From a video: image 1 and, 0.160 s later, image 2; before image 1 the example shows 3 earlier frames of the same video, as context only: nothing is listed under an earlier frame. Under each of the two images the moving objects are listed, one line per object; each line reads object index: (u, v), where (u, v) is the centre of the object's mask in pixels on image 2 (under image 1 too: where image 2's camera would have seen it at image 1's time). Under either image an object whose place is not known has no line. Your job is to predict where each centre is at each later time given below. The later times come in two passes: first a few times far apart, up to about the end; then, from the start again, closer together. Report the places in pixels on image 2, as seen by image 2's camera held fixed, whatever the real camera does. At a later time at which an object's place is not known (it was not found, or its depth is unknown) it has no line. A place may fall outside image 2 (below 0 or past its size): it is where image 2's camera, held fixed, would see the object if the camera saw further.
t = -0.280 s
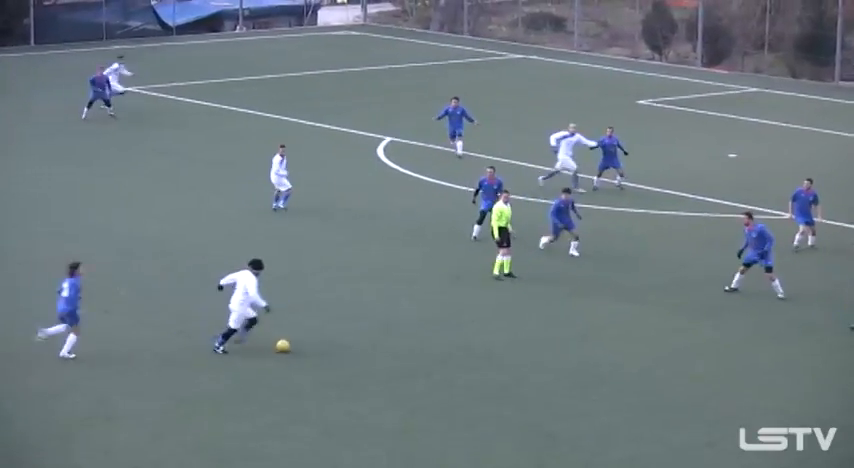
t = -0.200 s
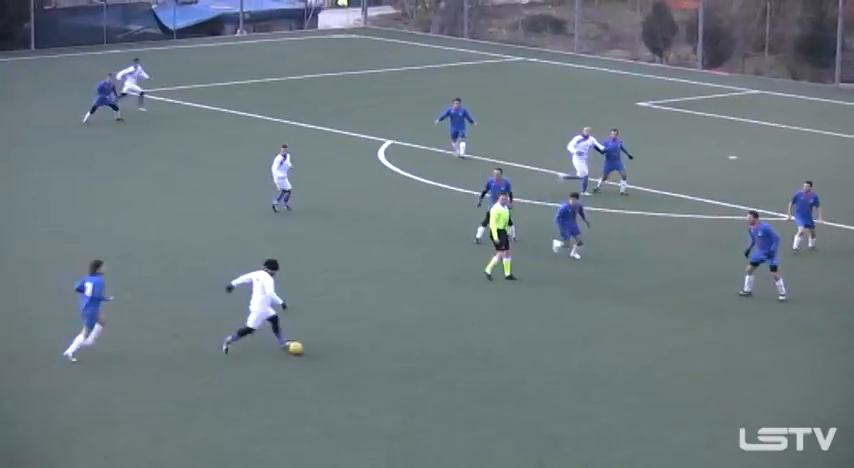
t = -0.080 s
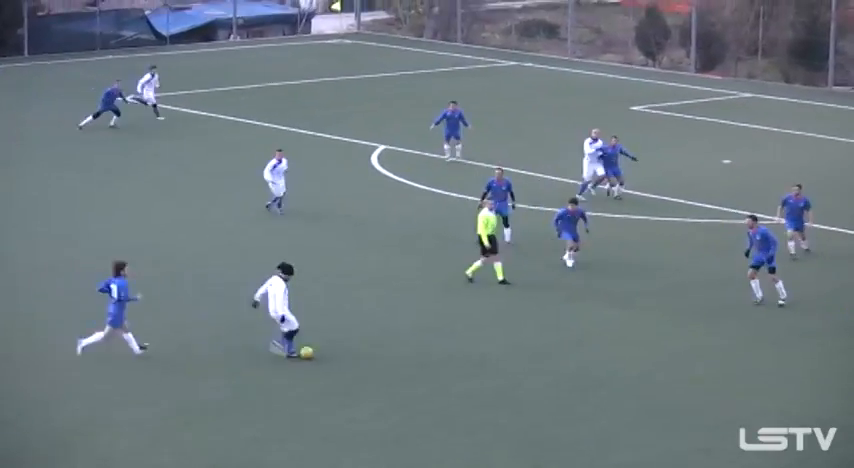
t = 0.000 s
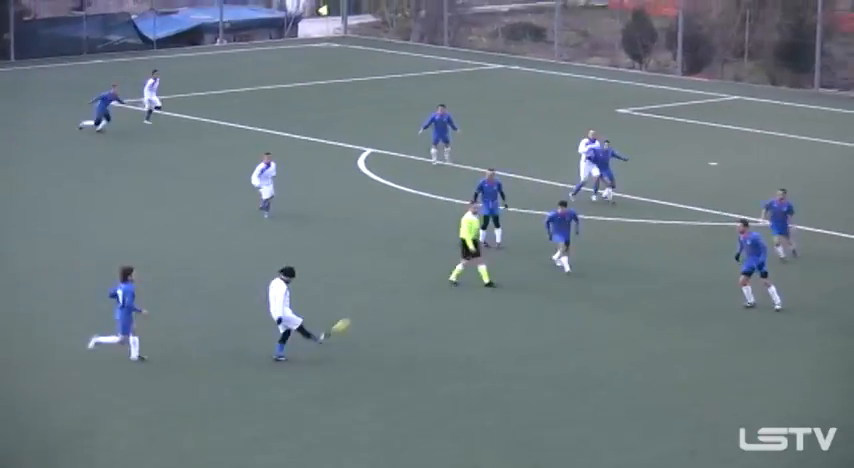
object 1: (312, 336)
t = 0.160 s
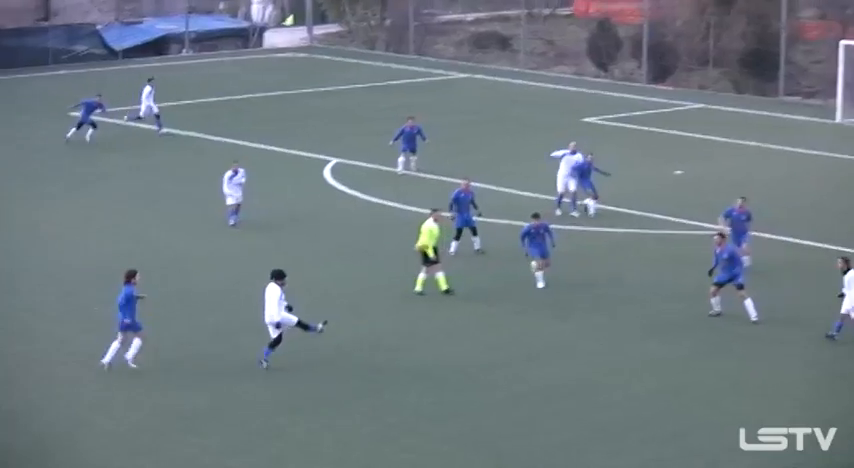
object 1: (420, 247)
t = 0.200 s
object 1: (448, 223)
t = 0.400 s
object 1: (571, 131)
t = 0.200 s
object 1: (448, 223)
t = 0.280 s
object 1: (499, 183)
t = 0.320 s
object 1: (523, 165)
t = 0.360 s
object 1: (546, 148)
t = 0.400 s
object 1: (571, 131)
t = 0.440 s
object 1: (594, 117)
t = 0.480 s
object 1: (616, 102)
